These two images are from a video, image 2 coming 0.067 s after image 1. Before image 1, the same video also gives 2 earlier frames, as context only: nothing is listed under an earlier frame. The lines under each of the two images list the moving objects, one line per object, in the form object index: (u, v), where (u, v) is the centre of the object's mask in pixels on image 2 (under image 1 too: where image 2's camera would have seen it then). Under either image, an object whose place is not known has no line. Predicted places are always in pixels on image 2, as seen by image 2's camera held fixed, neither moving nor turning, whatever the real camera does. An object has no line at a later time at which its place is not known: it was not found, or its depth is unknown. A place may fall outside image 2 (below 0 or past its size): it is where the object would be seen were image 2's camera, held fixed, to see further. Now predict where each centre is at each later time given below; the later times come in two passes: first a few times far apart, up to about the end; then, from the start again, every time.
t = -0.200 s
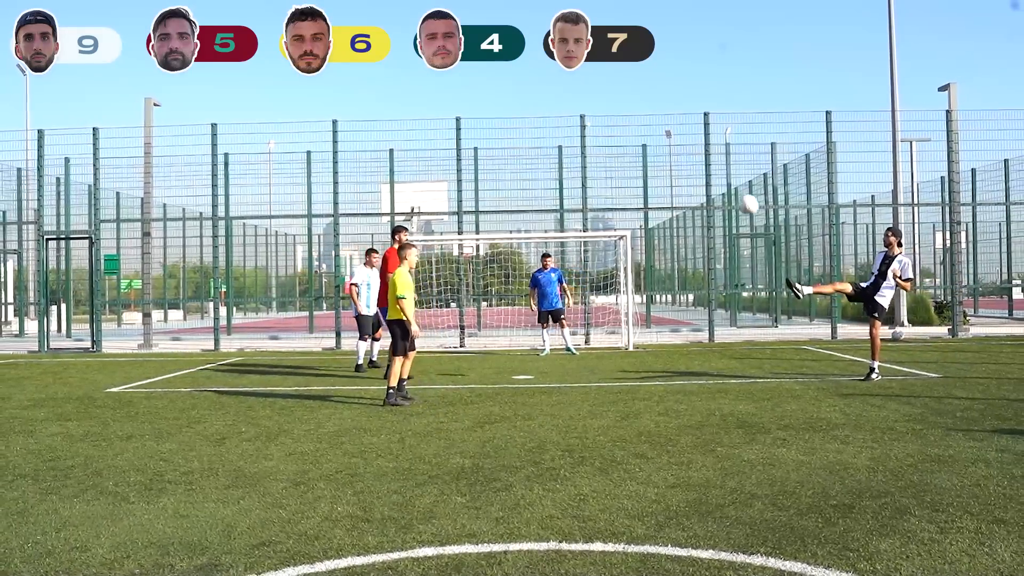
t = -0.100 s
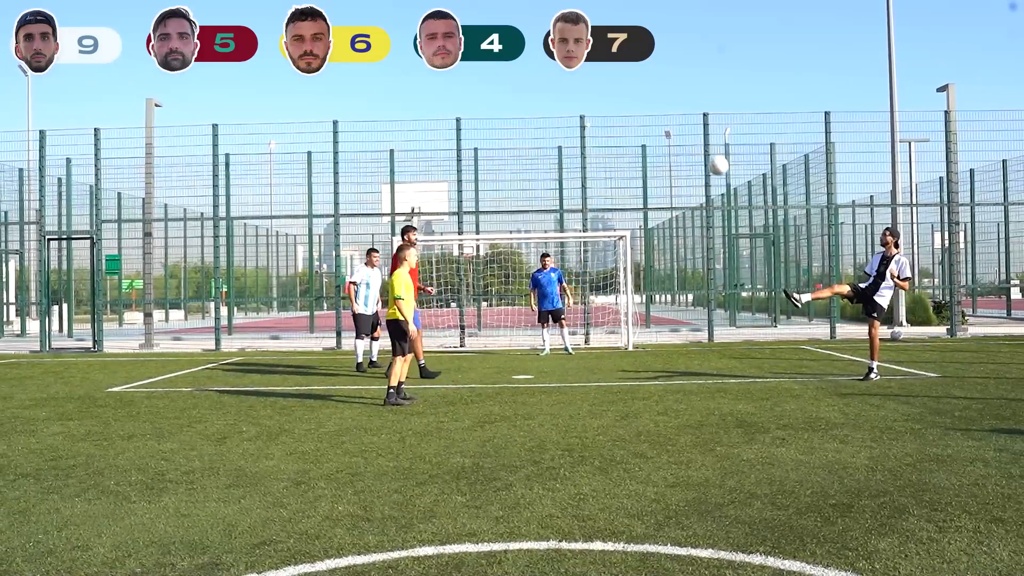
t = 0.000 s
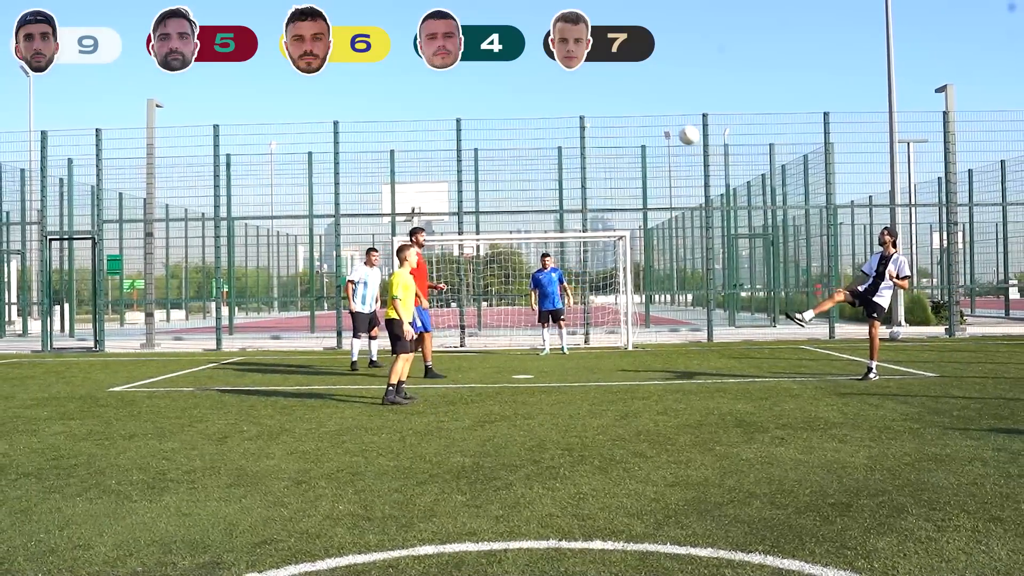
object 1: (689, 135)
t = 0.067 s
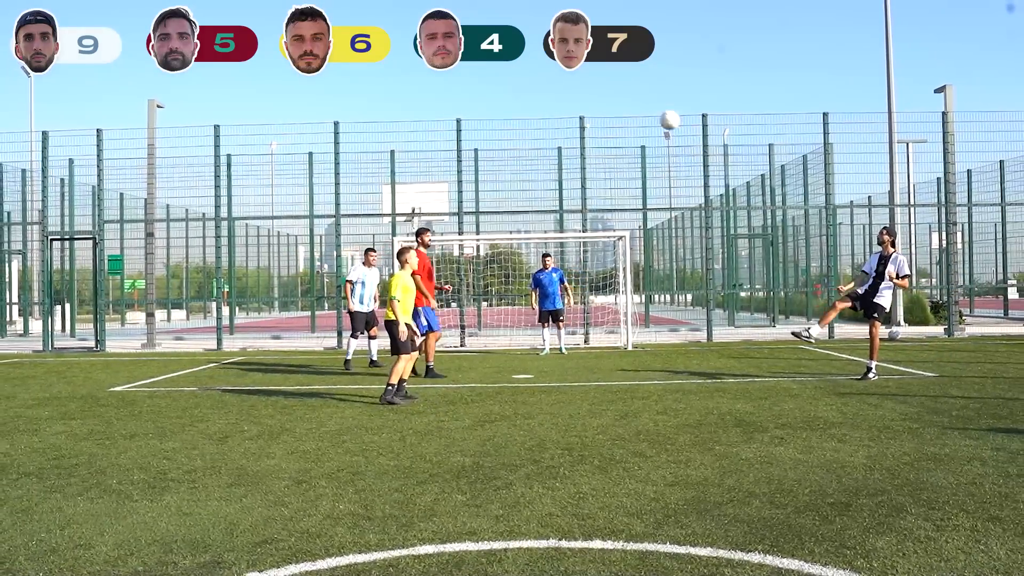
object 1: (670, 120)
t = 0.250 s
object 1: (619, 99)
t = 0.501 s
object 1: (552, 119)
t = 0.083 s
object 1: (665, 117)
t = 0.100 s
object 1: (660, 114)
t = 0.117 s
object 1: (656, 111)
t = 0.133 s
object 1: (651, 109)
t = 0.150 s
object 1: (646, 107)
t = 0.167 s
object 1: (641, 105)
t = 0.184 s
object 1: (637, 103)
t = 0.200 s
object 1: (632, 102)
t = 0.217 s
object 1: (628, 101)
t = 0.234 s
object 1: (623, 100)
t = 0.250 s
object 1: (619, 99)
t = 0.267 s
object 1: (614, 99)
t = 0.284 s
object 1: (610, 99)
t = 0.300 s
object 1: (605, 99)
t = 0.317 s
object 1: (600, 99)
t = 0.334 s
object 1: (596, 100)
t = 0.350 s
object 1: (591, 101)
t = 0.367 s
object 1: (587, 102)
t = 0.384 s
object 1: (583, 103)
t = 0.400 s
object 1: (578, 105)
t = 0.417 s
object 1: (574, 106)
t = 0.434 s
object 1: (569, 108)
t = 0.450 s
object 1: (565, 110)
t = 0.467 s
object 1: (561, 113)
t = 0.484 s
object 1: (556, 116)
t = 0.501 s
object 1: (552, 119)
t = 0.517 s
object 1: (547, 122)
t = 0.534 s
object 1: (543, 125)
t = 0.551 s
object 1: (538, 129)
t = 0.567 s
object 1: (534, 133)
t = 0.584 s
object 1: (530, 137)
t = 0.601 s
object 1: (526, 141)
